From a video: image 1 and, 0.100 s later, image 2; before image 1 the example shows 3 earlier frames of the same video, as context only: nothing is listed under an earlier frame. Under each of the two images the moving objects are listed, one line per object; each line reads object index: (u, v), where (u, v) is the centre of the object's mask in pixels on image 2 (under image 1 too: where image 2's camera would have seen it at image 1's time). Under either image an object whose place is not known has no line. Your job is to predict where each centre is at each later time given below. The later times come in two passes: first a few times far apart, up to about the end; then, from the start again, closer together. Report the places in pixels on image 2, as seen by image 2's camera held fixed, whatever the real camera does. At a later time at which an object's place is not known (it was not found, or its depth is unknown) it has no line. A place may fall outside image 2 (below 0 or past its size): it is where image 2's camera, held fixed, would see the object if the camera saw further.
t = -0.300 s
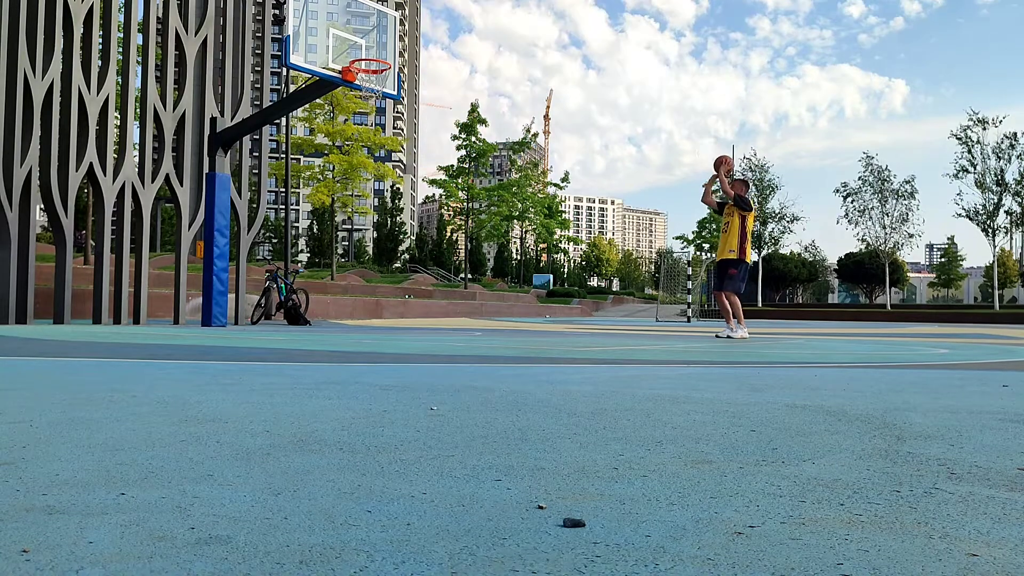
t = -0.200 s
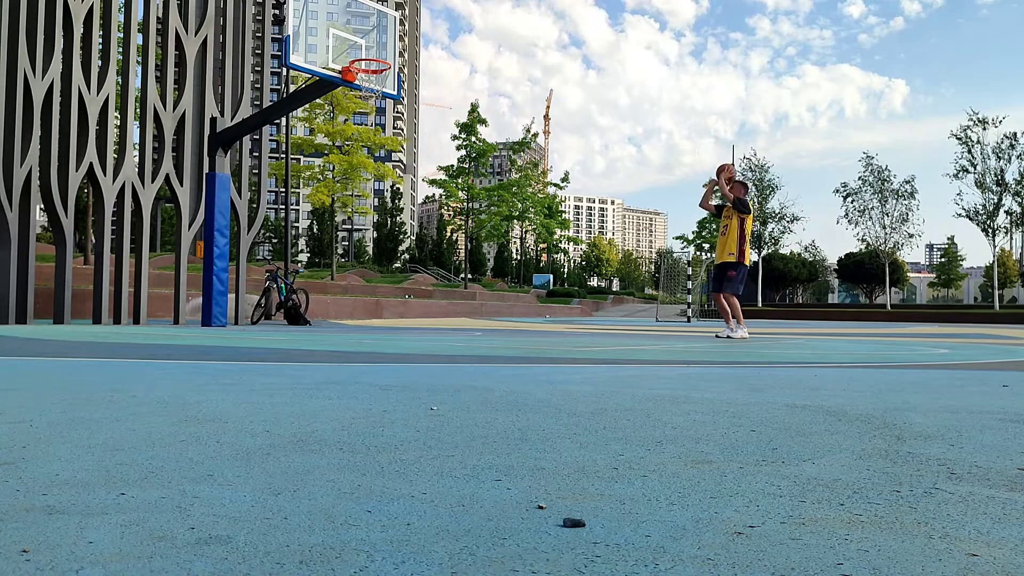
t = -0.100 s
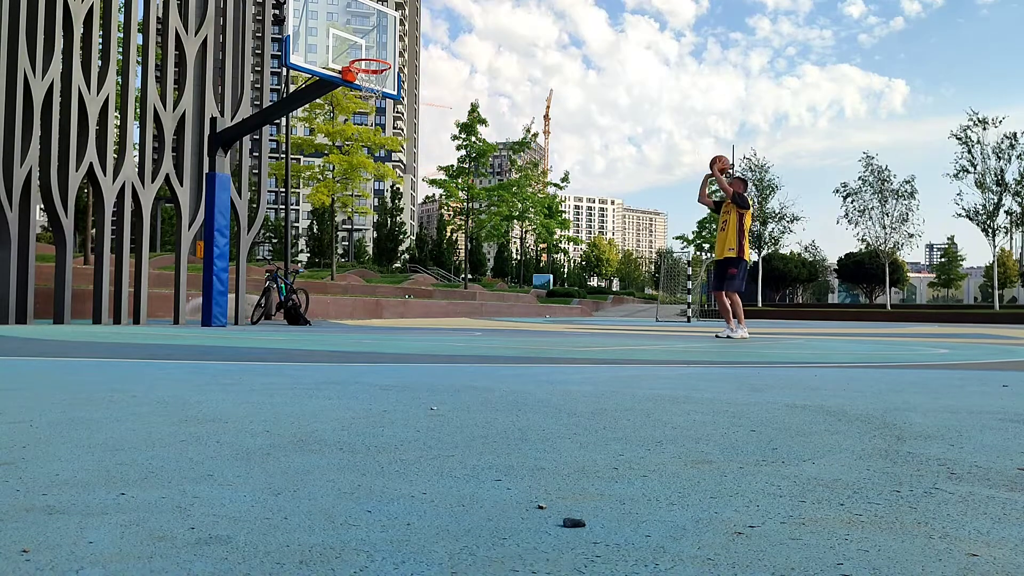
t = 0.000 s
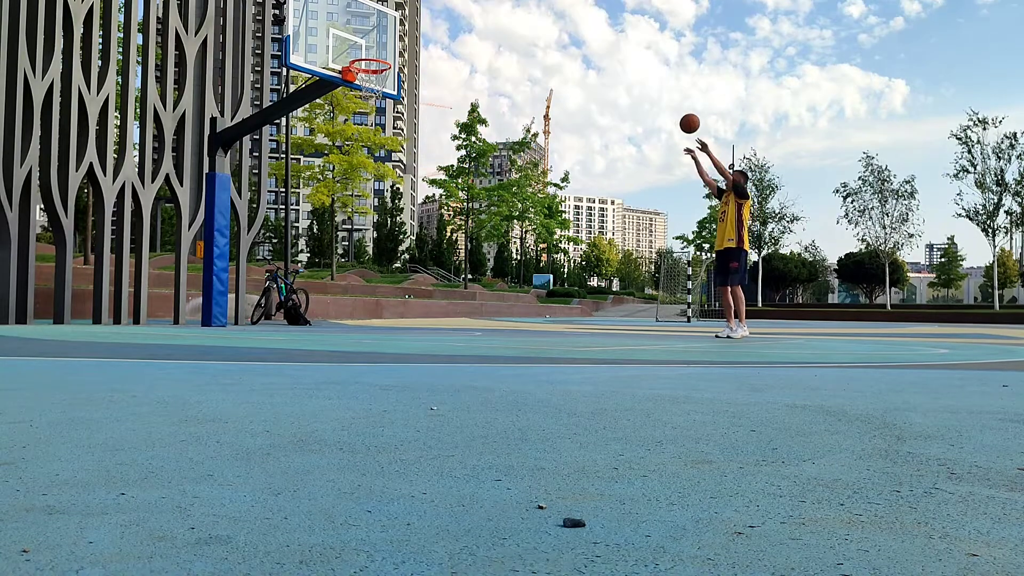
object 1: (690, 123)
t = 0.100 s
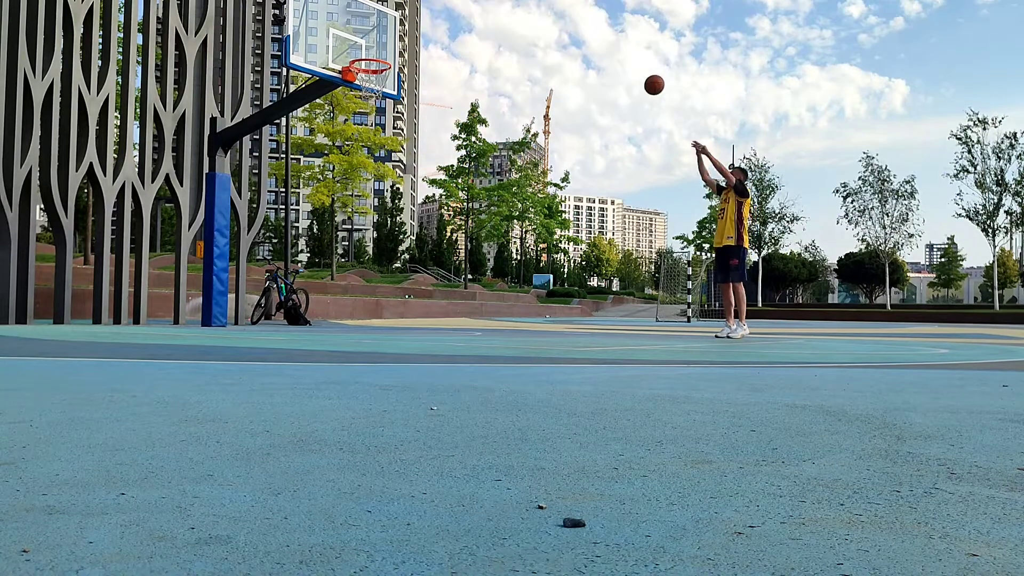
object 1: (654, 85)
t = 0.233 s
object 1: (607, 45)
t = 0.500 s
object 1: (511, 12)
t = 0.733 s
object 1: (425, 31)
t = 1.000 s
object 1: (374, 68)
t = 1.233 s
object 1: (363, 78)
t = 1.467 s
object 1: (354, 96)
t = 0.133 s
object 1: (642, 74)
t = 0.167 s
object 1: (630, 63)
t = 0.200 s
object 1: (618, 54)
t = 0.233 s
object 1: (607, 45)
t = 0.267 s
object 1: (594, 38)
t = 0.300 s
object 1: (583, 32)
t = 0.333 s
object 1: (571, 26)
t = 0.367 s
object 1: (559, 22)
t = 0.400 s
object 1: (547, 18)
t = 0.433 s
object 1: (535, 15)
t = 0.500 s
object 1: (511, 12)
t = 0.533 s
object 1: (498, 12)
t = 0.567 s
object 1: (486, 13)
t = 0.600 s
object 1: (474, 15)
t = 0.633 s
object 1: (462, 17)
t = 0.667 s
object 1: (450, 21)
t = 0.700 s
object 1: (438, 25)
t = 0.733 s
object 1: (425, 31)
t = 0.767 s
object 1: (413, 37)
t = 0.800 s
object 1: (400, 45)
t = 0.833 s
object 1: (388, 52)
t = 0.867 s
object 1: (377, 56)
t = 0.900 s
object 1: (368, 60)
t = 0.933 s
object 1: (360, 63)
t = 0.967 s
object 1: (367, 65)
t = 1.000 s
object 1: (374, 68)
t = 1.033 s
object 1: (376, 70)
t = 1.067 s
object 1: (375, 70)
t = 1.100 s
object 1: (372, 74)
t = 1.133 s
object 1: (370, 77)
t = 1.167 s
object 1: (367, 78)
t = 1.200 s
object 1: (366, 78)
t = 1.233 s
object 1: (363, 78)
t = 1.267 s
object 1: (362, 78)
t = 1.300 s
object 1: (360, 81)
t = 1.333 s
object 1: (359, 81)
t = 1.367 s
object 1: (358, 83)
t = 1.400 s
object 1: (357, 87)
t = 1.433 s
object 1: (356, 91)
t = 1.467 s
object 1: (354, 96)
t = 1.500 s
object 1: (353, 102)
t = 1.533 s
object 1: (352, 110)
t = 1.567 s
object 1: (350, 118)
